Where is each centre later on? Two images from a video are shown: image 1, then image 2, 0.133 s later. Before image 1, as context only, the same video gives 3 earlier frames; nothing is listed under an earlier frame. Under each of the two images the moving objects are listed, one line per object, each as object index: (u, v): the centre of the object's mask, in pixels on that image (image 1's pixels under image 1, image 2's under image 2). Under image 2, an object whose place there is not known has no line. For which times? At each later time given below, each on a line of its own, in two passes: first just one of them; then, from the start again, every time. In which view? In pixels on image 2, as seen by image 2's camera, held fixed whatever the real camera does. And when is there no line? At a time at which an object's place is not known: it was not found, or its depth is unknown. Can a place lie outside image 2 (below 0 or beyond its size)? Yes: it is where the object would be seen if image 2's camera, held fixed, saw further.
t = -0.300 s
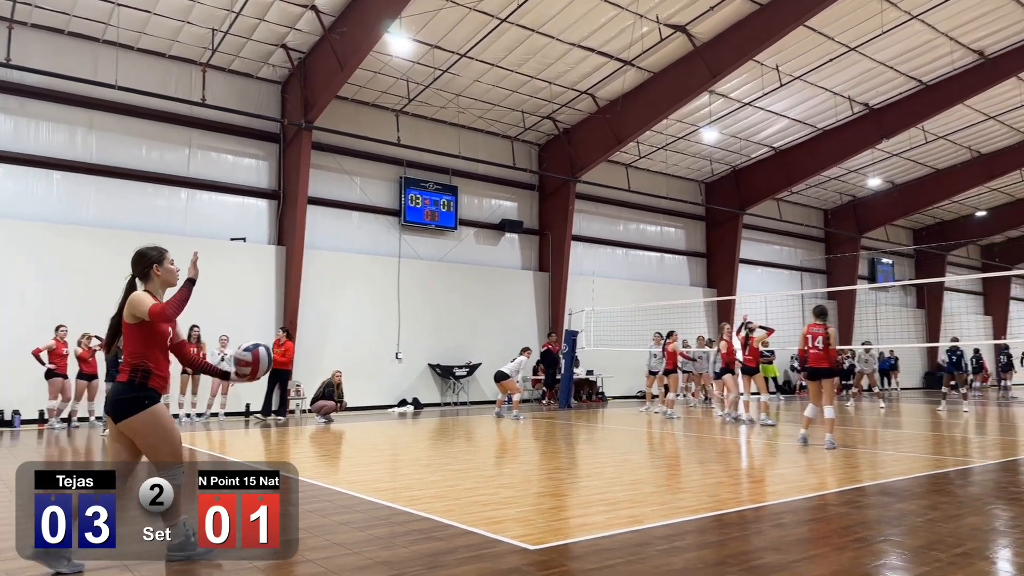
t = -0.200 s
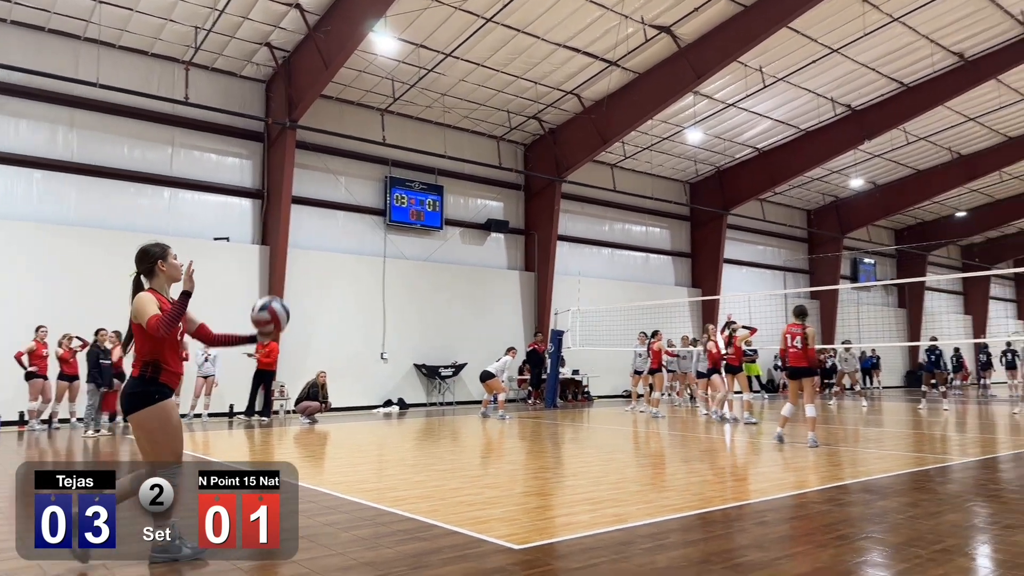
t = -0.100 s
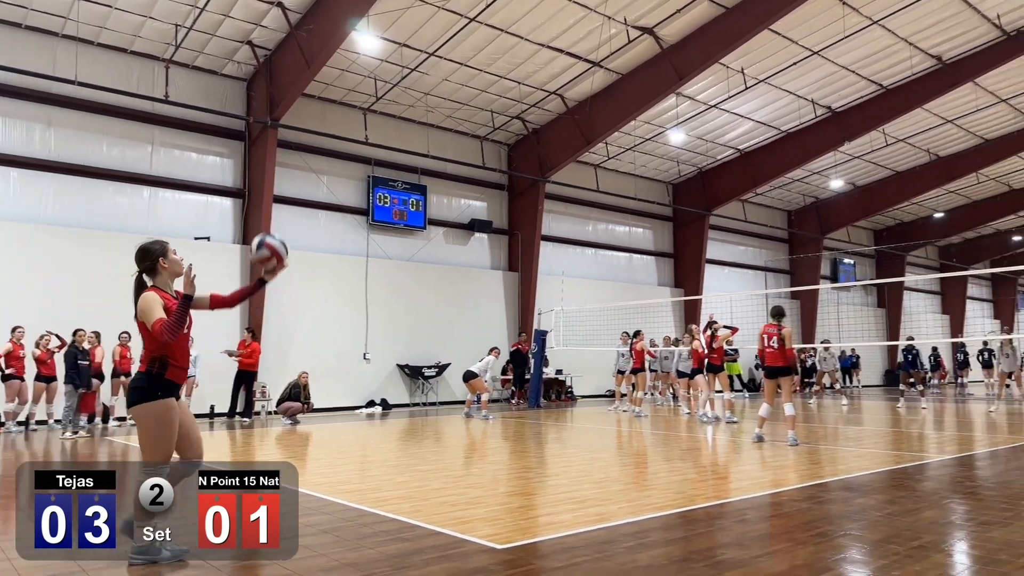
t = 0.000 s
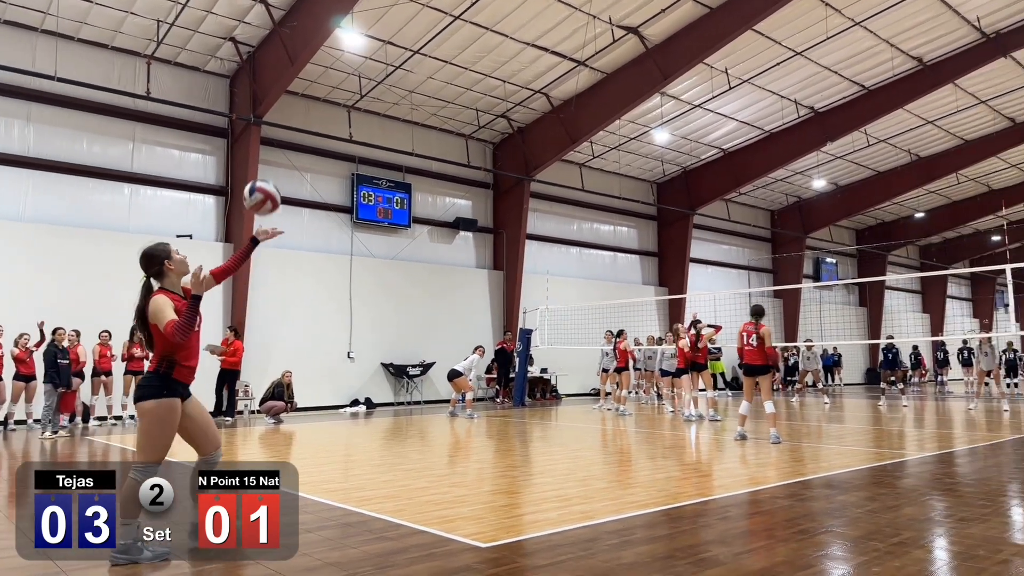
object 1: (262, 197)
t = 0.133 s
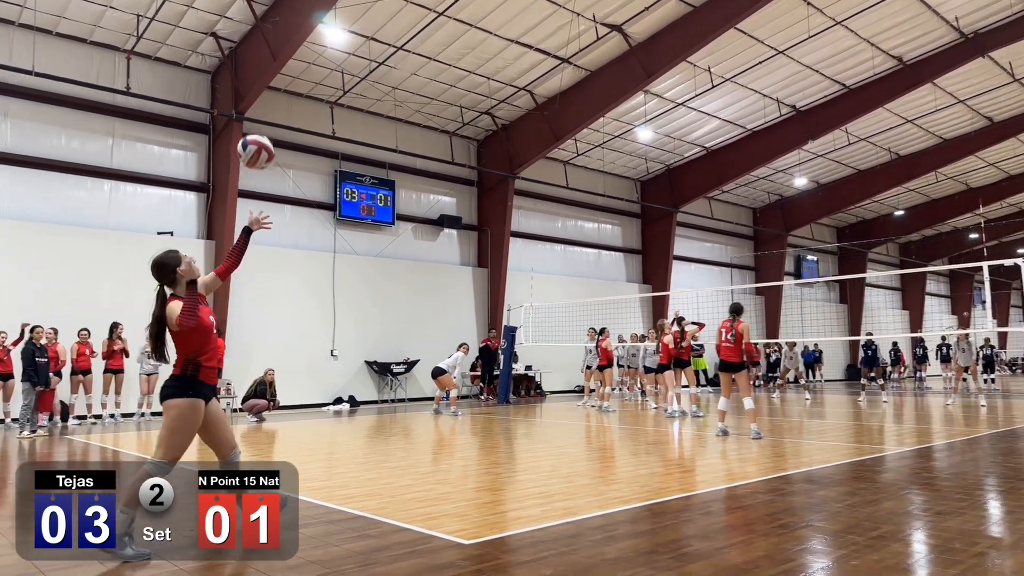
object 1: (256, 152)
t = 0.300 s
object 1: (272, 140)
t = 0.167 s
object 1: (260, 146)
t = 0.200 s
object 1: (263, 142)
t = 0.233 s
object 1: (266, 140)
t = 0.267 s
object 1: (269, 139)
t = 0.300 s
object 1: (272, 140)
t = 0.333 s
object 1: (275, 143)
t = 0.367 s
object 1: (277, 148)
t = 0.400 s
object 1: (281, 154)
